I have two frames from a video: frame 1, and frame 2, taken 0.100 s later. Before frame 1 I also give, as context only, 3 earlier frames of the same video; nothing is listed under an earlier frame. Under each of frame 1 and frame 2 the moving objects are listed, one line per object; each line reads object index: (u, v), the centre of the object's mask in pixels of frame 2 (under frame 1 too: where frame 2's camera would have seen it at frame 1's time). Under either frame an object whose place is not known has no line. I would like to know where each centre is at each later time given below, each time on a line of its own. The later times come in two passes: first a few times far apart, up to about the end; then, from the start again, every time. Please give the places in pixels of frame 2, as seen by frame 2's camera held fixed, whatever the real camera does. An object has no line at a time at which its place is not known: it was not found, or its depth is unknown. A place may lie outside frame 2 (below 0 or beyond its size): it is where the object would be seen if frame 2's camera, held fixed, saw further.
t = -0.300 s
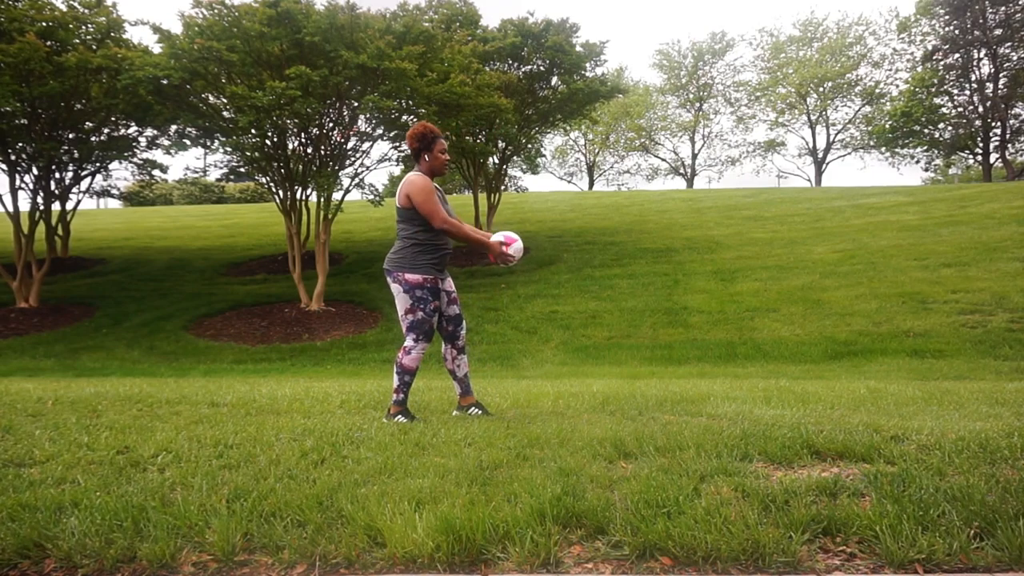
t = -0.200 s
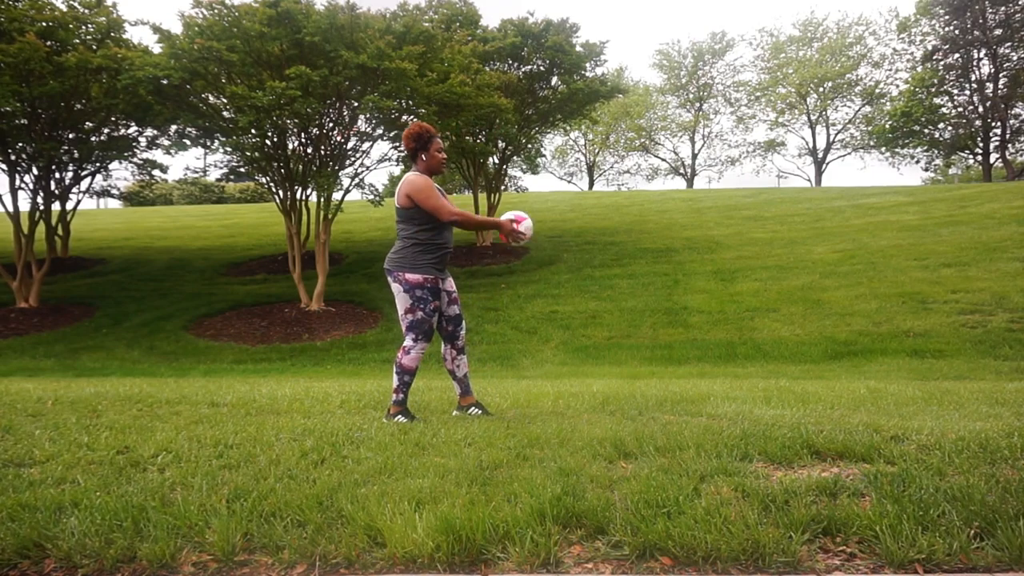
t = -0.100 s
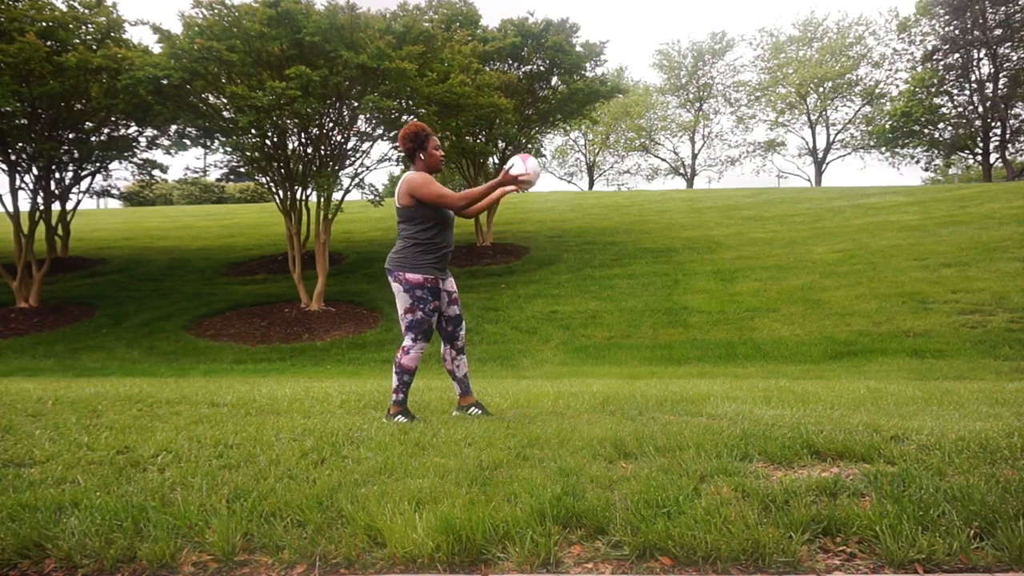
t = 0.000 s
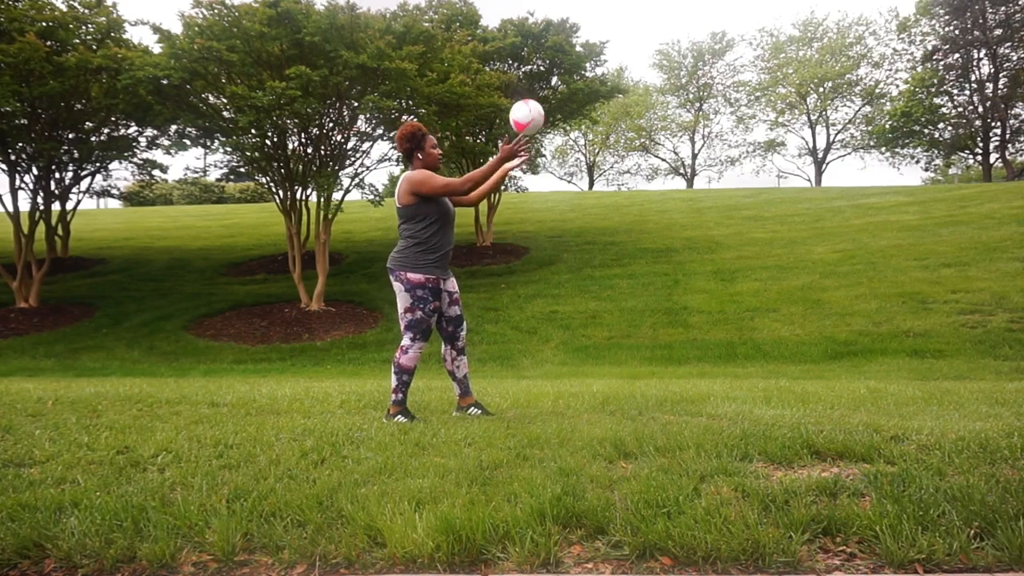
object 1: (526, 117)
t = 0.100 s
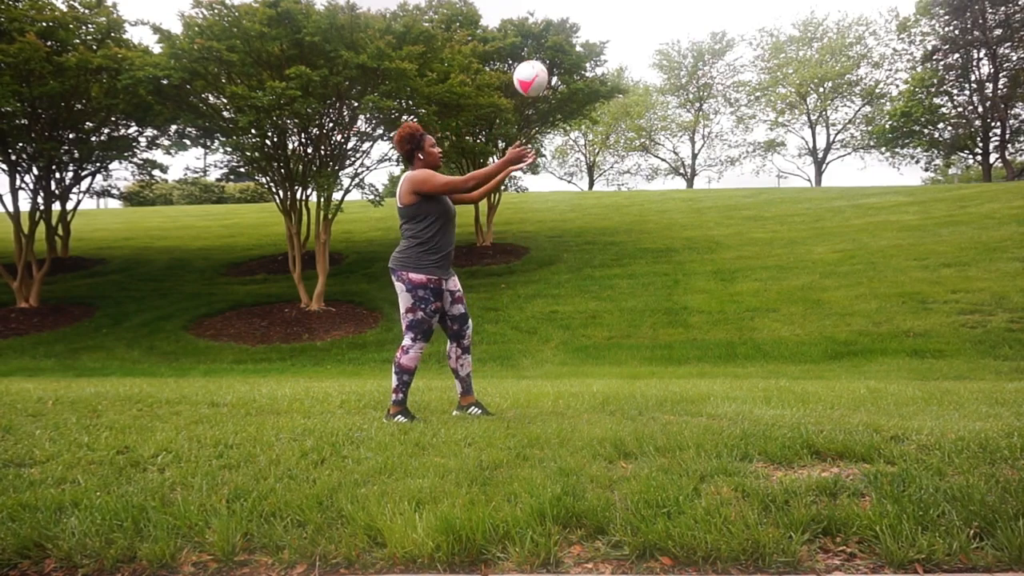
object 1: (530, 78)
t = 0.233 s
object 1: (536, 51)
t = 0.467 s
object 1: (545, 70)
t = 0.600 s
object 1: (550, 120)
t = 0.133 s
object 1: (532, 68)
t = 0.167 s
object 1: (533, 61)
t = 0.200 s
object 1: (534, 55)
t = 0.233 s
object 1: (536, 51)
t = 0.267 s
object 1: (537, 48)
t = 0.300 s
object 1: (538, 48)
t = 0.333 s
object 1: (540, 49)
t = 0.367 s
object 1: (541, 51)
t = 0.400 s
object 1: (542, 56)
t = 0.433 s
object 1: (544, 62)
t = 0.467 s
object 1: (545, 70)
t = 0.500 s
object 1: (546, 80)
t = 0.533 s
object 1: (548, 92)
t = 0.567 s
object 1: (549, 105)
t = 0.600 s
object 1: (550, 120)
